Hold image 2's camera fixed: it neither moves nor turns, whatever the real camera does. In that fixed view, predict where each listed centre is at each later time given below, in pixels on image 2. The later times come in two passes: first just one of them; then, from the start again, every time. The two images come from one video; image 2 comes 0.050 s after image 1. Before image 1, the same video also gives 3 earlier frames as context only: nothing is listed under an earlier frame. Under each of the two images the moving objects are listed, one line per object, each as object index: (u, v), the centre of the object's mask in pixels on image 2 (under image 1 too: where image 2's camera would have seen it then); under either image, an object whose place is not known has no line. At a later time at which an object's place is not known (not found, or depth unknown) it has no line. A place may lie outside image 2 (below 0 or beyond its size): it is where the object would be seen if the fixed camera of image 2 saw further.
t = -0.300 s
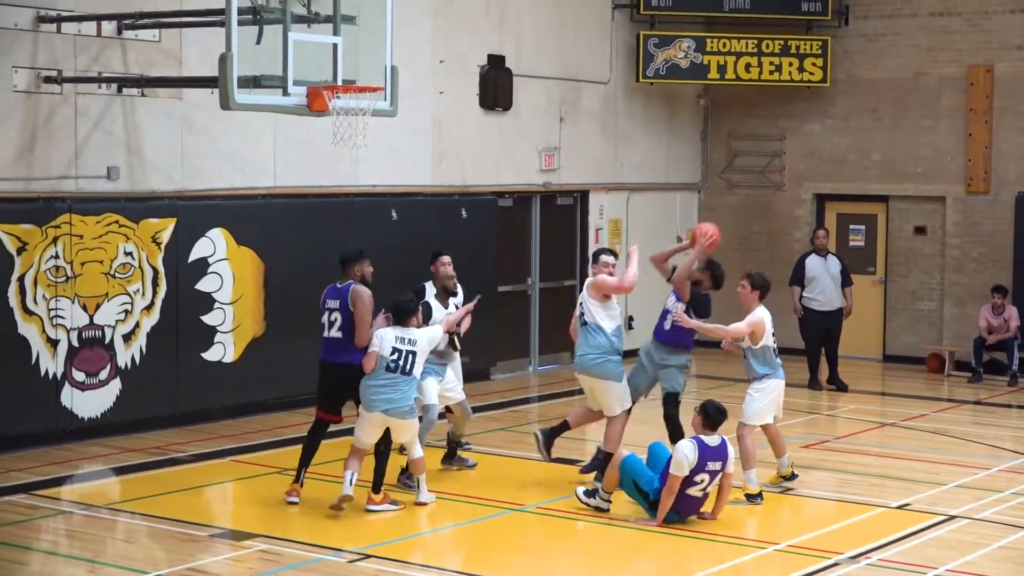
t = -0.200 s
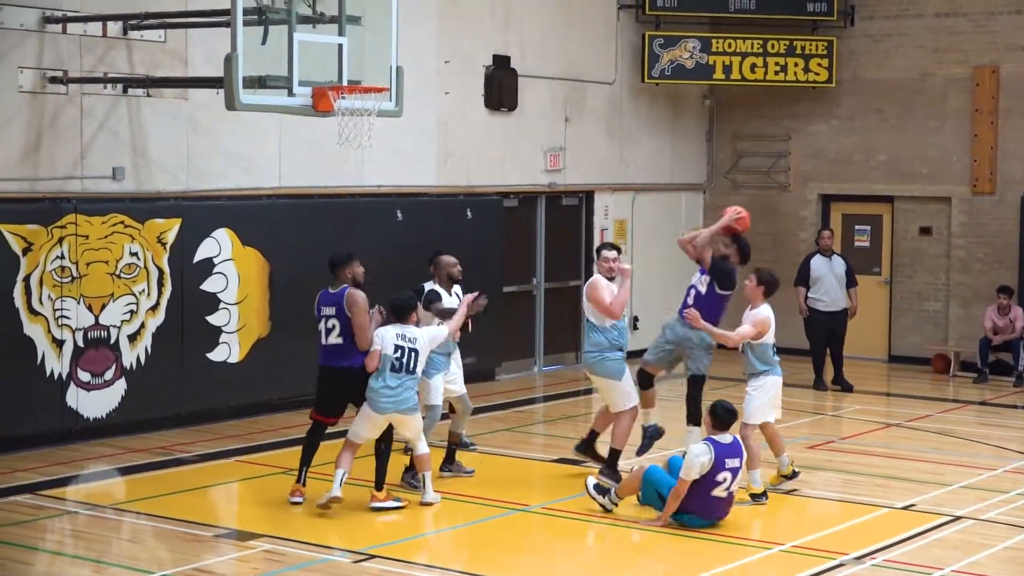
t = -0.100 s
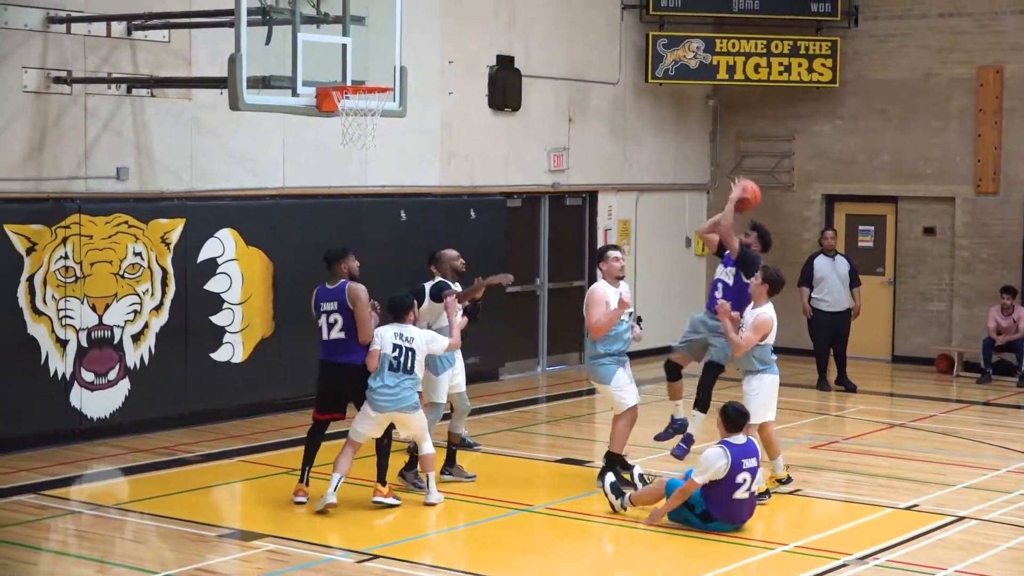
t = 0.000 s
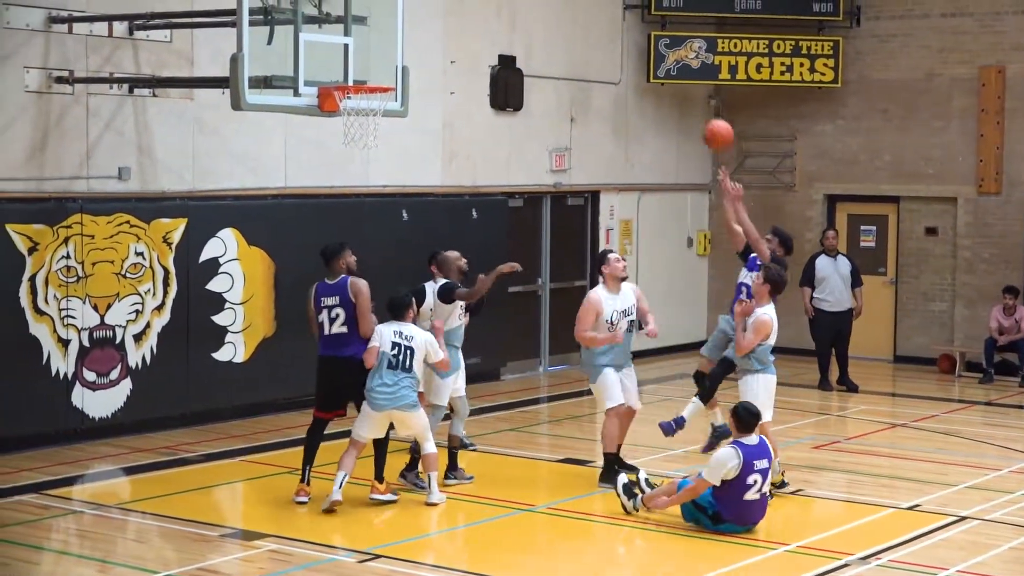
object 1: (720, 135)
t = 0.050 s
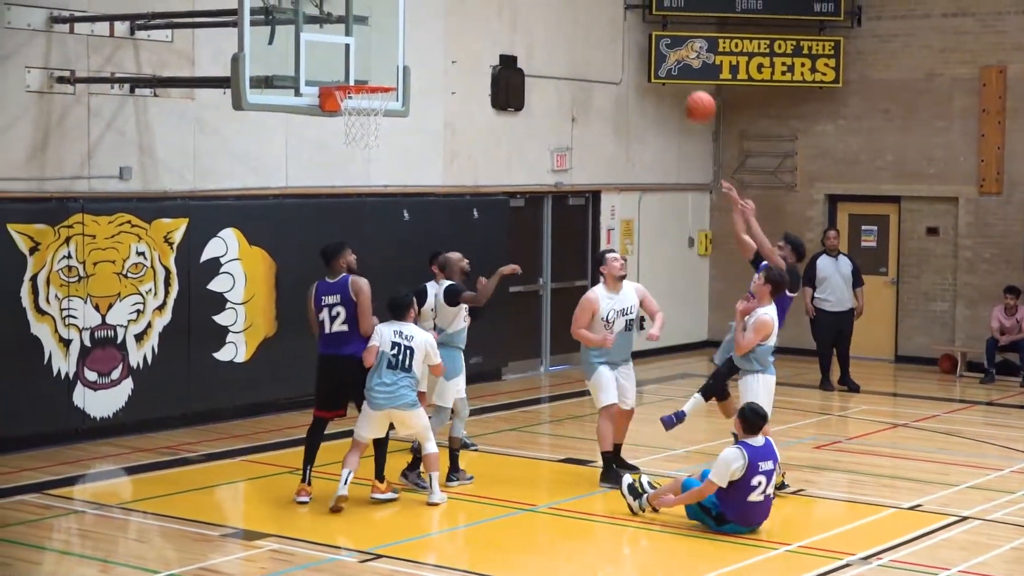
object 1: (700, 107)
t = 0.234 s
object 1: (628, 31)
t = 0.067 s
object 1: (695, 98)
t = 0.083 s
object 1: (687, 90)
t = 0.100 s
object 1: (681, 82)
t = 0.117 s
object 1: (674, 75)
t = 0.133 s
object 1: (668, 67)
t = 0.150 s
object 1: (661, 60)
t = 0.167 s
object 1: (655, 53)
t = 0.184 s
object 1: (648, 48)
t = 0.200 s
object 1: (642, 42)
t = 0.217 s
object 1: (635, 36)
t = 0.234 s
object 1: (628, 31)
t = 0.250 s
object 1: (622, 26)
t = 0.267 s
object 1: (616, 21)
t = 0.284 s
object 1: (609, 17)
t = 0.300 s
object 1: (603, 14)
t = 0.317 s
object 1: (596, 12)
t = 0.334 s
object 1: (589, 10)
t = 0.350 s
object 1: (583, 9)
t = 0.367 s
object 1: (577, 7)
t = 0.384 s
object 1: (570, 7)
